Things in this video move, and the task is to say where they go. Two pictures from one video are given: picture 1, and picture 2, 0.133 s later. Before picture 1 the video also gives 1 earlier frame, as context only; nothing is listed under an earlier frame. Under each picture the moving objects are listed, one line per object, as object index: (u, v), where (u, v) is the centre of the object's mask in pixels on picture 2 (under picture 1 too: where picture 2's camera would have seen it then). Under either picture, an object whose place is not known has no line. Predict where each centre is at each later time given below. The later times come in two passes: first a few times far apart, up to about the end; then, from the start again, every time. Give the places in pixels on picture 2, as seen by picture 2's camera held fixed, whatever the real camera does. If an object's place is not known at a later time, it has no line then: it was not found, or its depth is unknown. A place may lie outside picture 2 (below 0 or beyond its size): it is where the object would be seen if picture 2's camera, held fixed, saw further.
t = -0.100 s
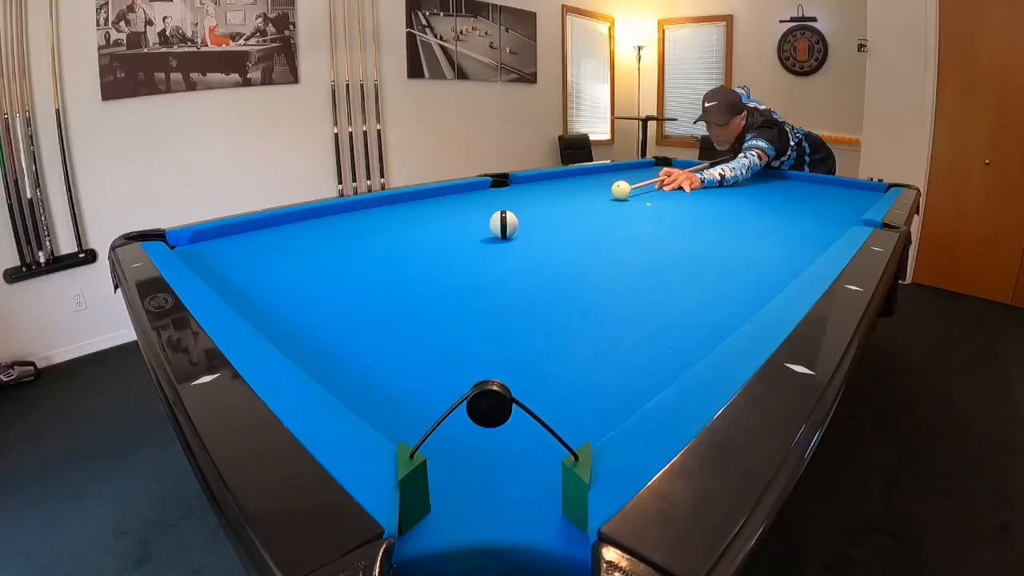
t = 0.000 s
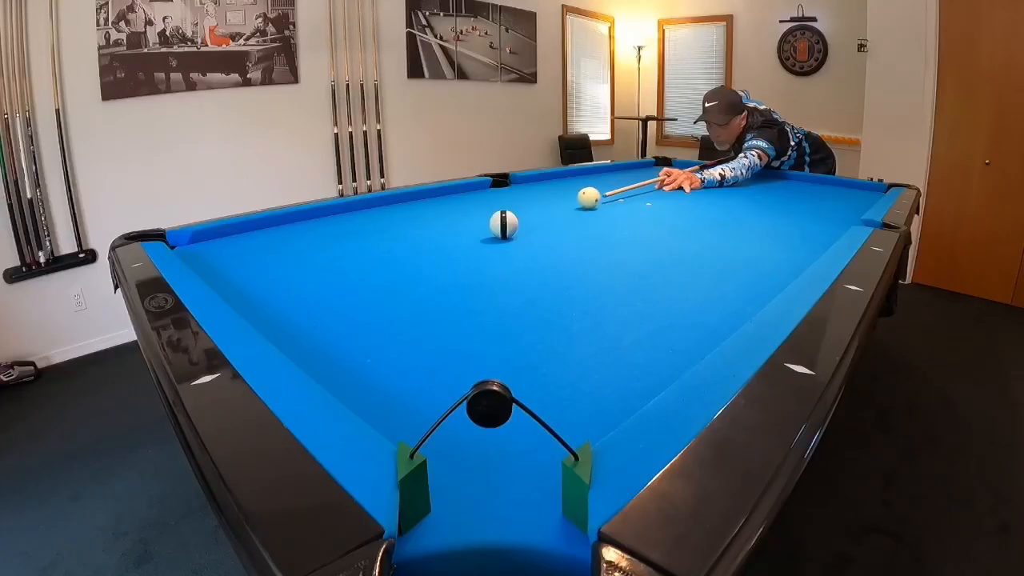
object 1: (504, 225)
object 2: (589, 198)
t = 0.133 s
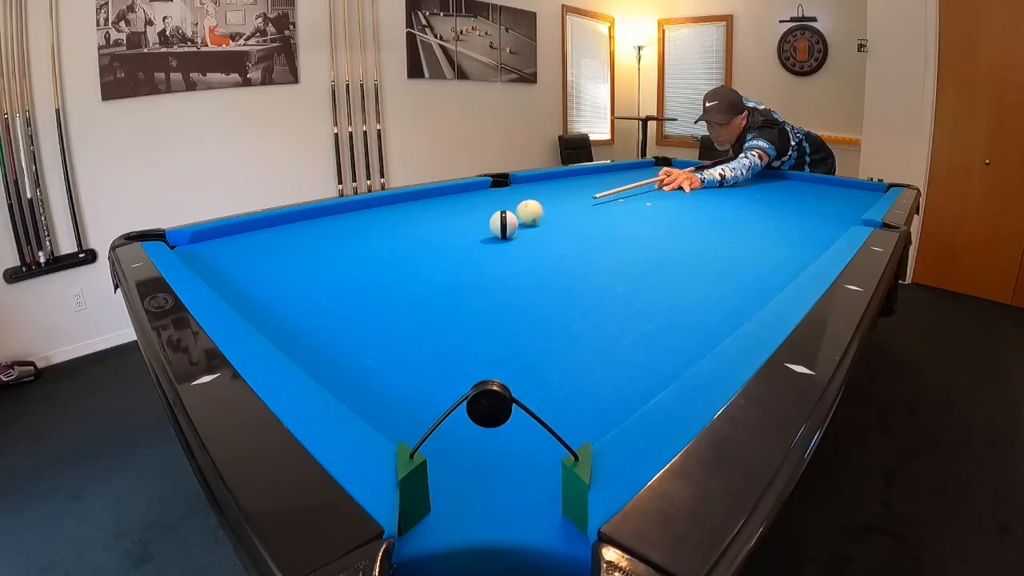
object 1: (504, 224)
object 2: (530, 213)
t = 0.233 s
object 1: (503, 230)
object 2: (479, 220)
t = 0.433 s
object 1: (501, 254)
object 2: (380, 229)
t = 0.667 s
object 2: (263, 241)
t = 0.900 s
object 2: (198, 244)
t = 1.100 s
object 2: (229, 229)
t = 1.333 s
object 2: (274, 222)
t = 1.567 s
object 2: (323, 217)
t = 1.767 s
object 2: (364, 213)
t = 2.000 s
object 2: (410, 210)
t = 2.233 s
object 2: (453, 206)
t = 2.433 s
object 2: (488, 204)
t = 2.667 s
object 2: (526, 202)
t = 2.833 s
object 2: (551, 201)
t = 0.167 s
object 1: (503, 225)
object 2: (517, 213)
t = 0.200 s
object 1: (503, 226)
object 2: (492, 215)
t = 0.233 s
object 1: (503, 230)
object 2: (479, 220)
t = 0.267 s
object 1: (503, 234)
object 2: (464, 221)
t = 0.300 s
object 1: (502, 238)
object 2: (448, 222)
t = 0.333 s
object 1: (502, 242)
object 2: (431, 224)
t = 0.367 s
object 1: (501, 246)
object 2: (414, 225)
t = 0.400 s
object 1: (501, 250)
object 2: (397, 227)
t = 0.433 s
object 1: (501, 254)
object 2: (380, 229)
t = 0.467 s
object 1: (500, 259)
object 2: (363, 230)
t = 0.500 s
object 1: (500, 264)
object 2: (346, 232)
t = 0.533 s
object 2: (329, 234)
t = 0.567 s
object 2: (313, 236)
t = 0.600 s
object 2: (296, 237)
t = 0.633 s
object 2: (279, 239)
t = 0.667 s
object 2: (263, 241)
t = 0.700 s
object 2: (247, 243)
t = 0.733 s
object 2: (231, 245)
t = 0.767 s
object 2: (215, 247)
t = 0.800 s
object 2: (200, 249)
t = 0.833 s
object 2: (186, 249)
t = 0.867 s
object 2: (190, 248)
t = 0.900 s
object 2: (198, 244)
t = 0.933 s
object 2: (204, 241)
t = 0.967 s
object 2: (209, 239)
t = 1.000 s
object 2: (215, 236)
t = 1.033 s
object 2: (219, 234)
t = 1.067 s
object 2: (224, 231)
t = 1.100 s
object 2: (229, 229)
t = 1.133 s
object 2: (233, 227)
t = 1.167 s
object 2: (239, 225)
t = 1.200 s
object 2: (246, 225)
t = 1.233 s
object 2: (253, 224)
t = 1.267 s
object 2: (260, 223)
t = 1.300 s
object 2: (267, 223)
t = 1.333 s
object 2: (274, 222)
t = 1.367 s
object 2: (281, 221)
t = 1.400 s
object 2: (288, 220)
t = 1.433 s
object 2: (295, 220)
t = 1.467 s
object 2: (302, 219)
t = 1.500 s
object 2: (309, 219)
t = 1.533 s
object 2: (316, 218)
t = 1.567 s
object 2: (323, 217)
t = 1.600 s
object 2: (330, 217)
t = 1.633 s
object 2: (337, 216)
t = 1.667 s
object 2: (344, 215)
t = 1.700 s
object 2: (350, 215)
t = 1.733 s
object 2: (357, 214)
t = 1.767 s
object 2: (364, 213)
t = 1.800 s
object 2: (370, 213)
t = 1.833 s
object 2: (377, 212)
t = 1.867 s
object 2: (384, 212)
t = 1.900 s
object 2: (390, 211)
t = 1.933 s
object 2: (397, 211)
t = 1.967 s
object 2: (403, 210)
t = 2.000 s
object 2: (410, 210)
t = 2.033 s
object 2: (416, 209)
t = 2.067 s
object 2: (422, 209)
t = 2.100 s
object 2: (429, 208)
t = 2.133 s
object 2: (435, 208)
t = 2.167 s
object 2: (441, 207)
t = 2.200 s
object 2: (447, 207)
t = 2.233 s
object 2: (453, 206)
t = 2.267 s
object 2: (459, 206)
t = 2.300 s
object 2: (465, 206)
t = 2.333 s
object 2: (471, 205)
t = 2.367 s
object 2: (477, 205)
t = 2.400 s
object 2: (482, 205)
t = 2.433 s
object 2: (488, 204)
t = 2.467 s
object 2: (493, 204)
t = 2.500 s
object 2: (499, 203)
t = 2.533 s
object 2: (505, 203)
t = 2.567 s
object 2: (510, 203)
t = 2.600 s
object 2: (515, 203)
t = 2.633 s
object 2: (521, 202)
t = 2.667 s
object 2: (526, 202)
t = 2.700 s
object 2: (531, 202)
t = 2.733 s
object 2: (536, 201)
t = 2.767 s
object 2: (541, 201)
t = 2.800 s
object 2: (546, 201)
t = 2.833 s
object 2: (551, 201)
